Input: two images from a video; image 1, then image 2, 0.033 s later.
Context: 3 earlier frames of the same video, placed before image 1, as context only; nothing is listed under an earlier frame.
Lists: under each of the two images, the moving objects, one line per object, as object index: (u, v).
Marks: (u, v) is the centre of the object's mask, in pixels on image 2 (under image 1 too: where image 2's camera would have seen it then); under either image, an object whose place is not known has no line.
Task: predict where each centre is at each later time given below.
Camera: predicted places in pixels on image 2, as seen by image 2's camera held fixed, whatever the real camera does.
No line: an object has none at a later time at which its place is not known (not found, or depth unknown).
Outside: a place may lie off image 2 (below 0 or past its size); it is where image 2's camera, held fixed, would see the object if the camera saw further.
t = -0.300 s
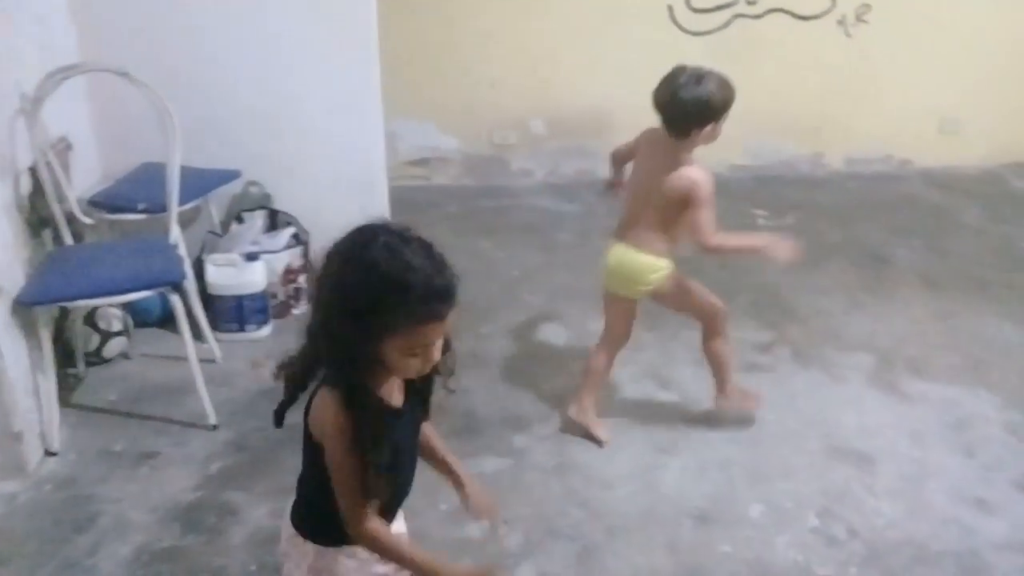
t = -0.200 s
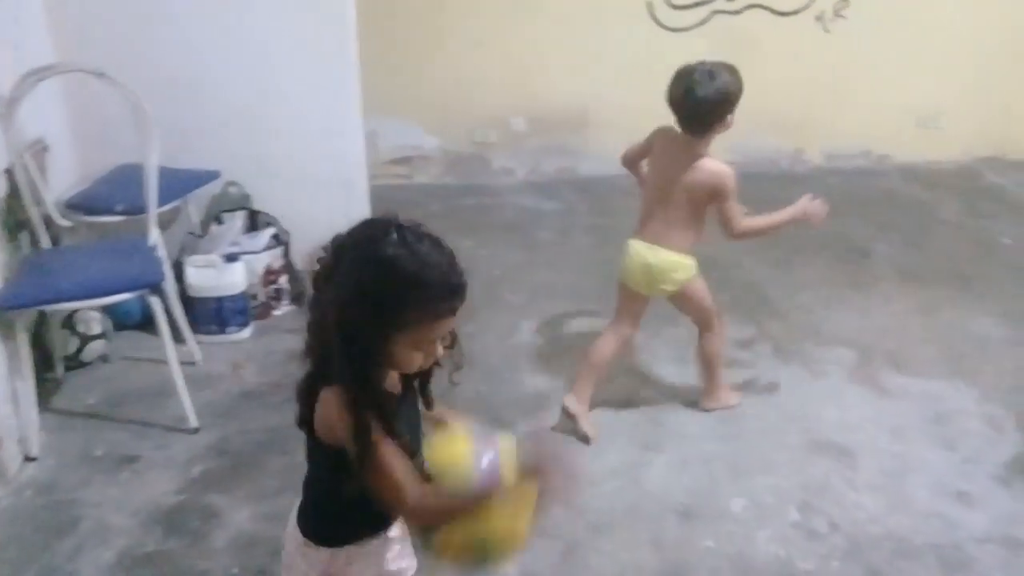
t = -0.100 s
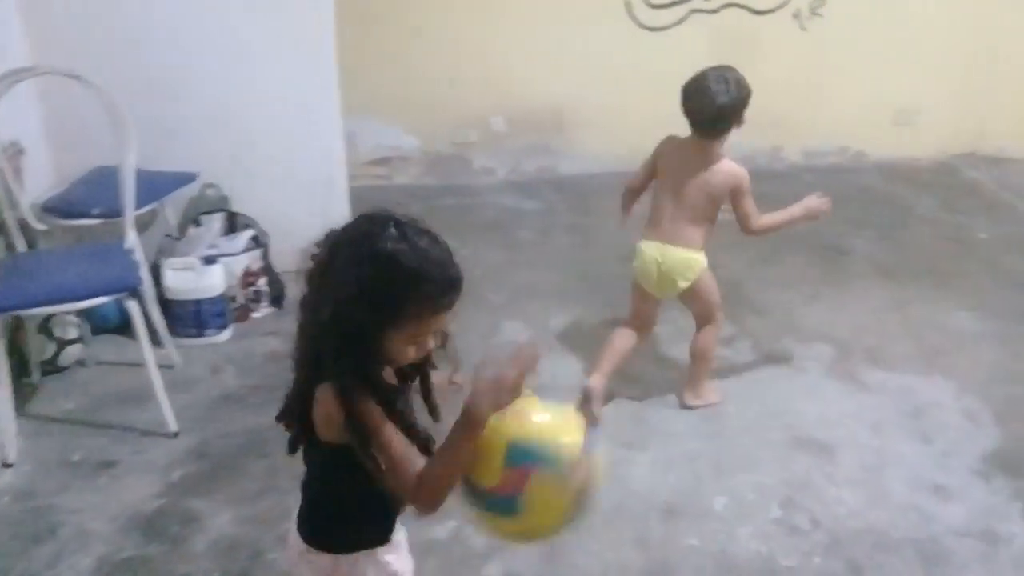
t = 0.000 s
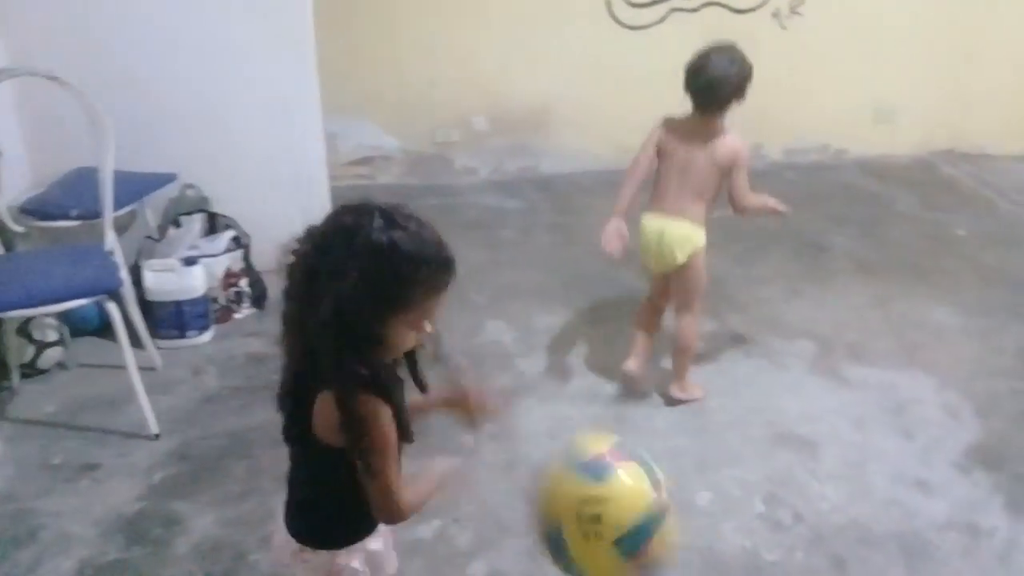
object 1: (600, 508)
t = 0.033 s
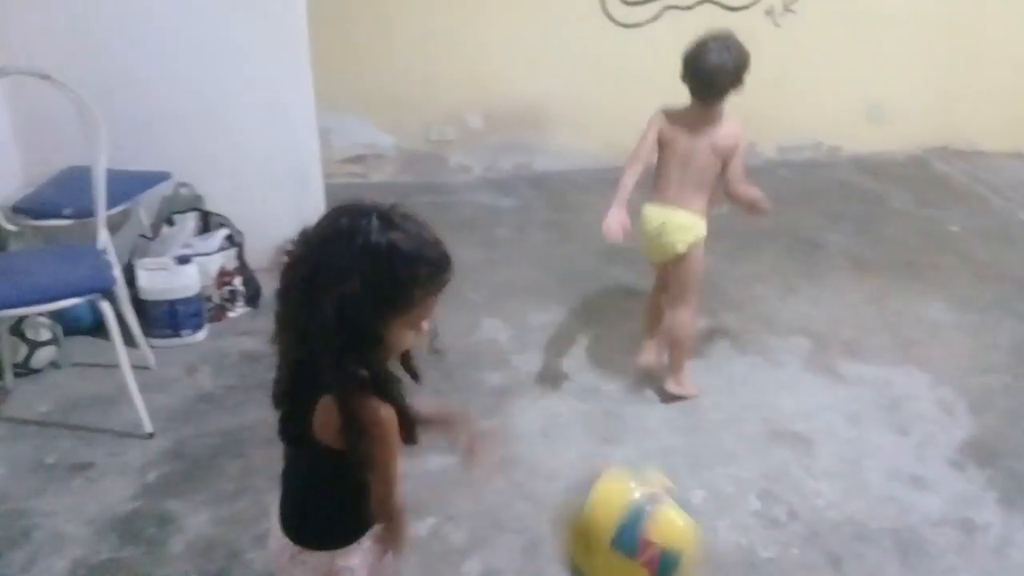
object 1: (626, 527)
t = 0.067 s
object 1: (649, 543)
